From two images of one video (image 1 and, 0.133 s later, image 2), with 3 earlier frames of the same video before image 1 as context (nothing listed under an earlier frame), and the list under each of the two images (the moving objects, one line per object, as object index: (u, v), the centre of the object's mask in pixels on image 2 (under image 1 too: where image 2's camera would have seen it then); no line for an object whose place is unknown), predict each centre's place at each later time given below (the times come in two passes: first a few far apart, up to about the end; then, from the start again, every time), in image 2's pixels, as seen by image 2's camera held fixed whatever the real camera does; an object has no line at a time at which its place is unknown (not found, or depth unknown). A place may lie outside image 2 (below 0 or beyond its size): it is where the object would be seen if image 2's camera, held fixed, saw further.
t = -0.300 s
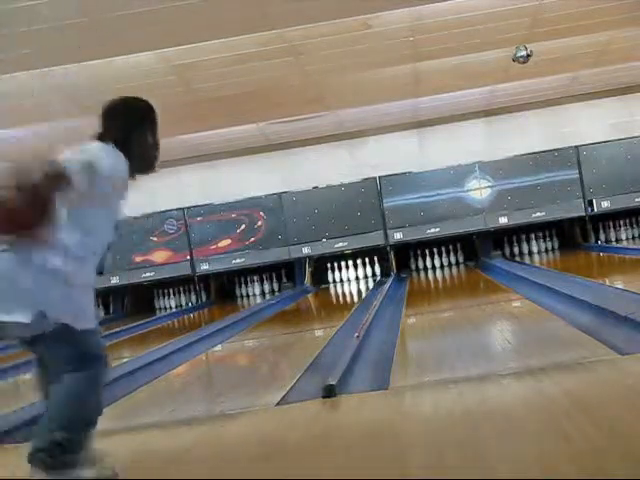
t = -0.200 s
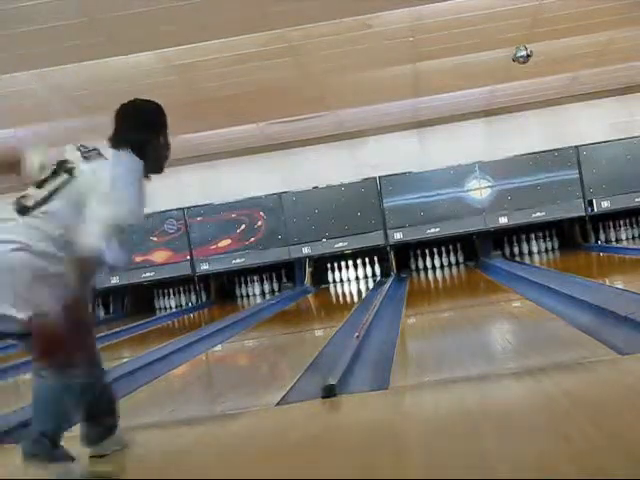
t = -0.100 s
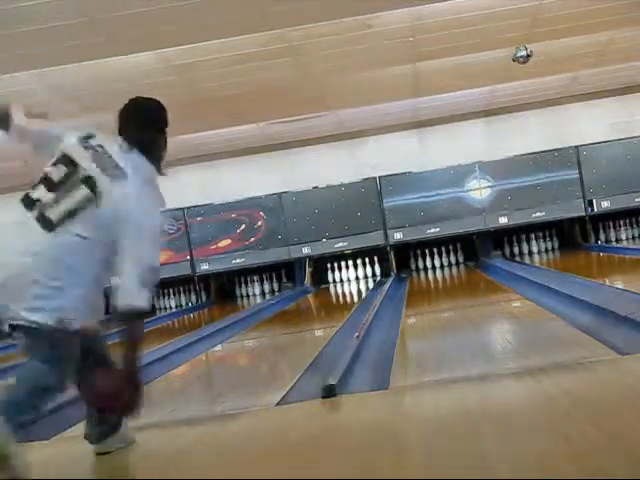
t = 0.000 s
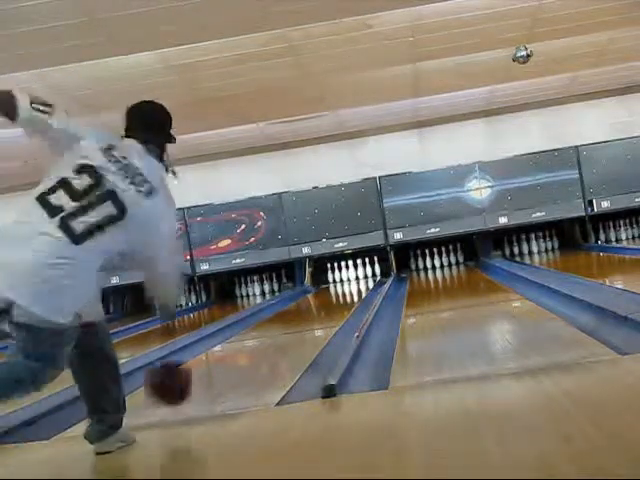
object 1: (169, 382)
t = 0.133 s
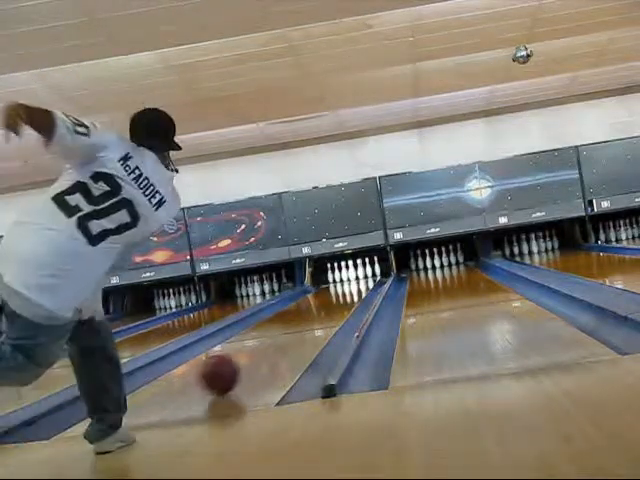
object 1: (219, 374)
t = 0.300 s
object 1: (258, 349)
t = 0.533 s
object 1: (293, 329)
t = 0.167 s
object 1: (228, 368)
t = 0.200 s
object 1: (237, 363)
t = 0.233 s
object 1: (244, 358)
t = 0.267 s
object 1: (252, 353)
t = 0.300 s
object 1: (258, 349)
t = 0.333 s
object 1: (264, 345)
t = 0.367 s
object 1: (270, 342)
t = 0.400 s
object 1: (275, 339)
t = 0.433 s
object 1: (280, 337)
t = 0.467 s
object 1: (285, 334)
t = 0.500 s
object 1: (290, 331)
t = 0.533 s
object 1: (293, 329)
